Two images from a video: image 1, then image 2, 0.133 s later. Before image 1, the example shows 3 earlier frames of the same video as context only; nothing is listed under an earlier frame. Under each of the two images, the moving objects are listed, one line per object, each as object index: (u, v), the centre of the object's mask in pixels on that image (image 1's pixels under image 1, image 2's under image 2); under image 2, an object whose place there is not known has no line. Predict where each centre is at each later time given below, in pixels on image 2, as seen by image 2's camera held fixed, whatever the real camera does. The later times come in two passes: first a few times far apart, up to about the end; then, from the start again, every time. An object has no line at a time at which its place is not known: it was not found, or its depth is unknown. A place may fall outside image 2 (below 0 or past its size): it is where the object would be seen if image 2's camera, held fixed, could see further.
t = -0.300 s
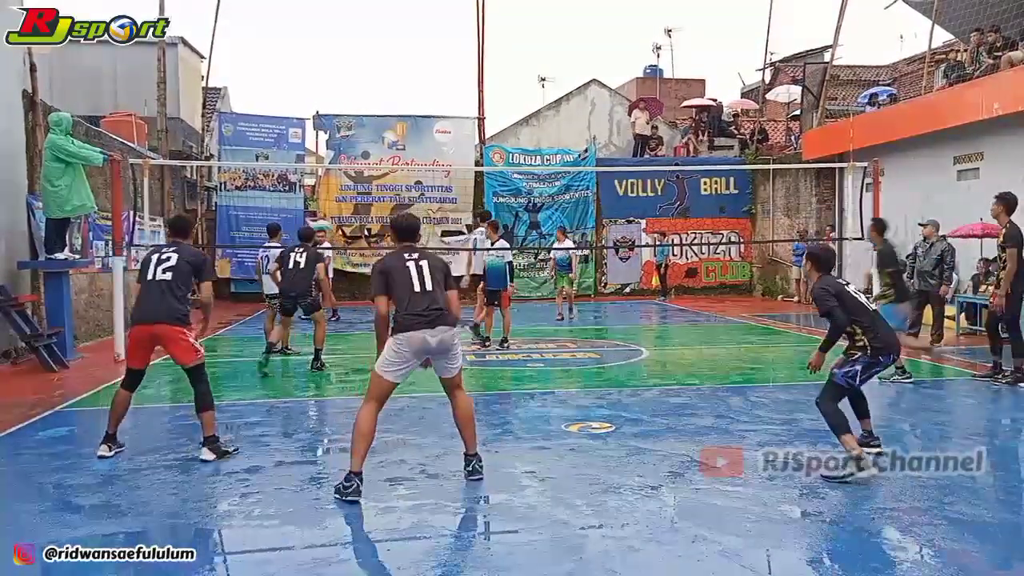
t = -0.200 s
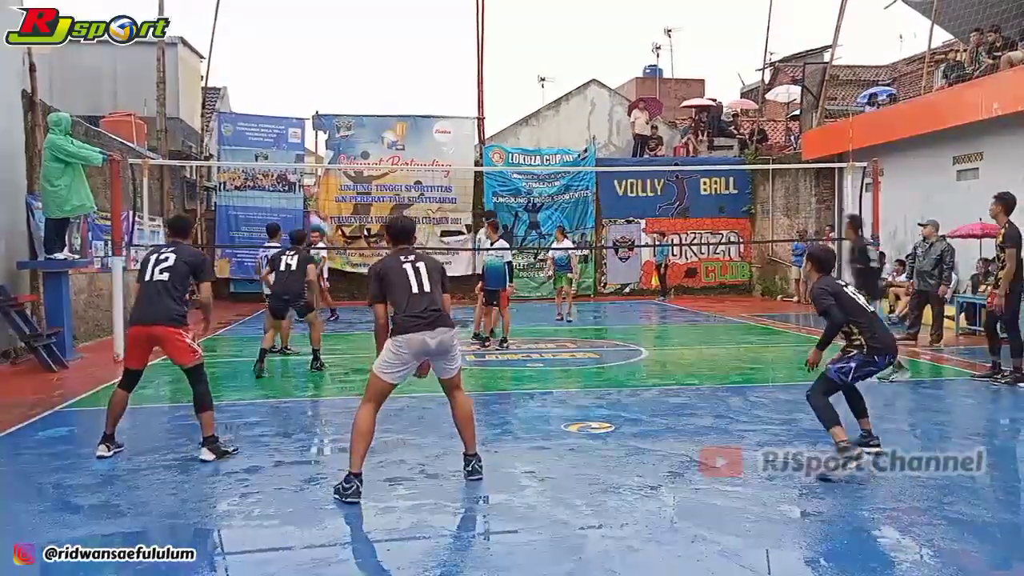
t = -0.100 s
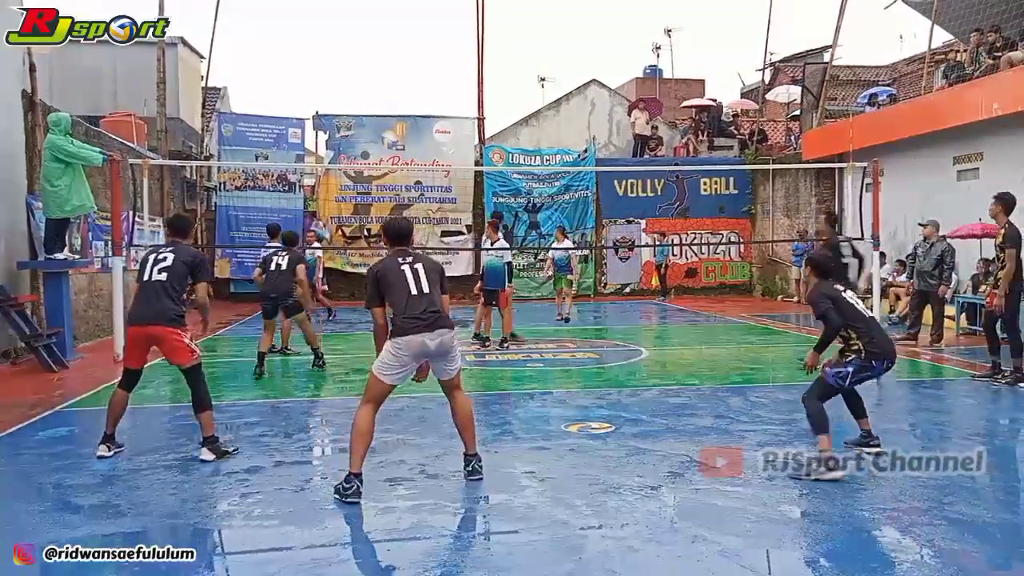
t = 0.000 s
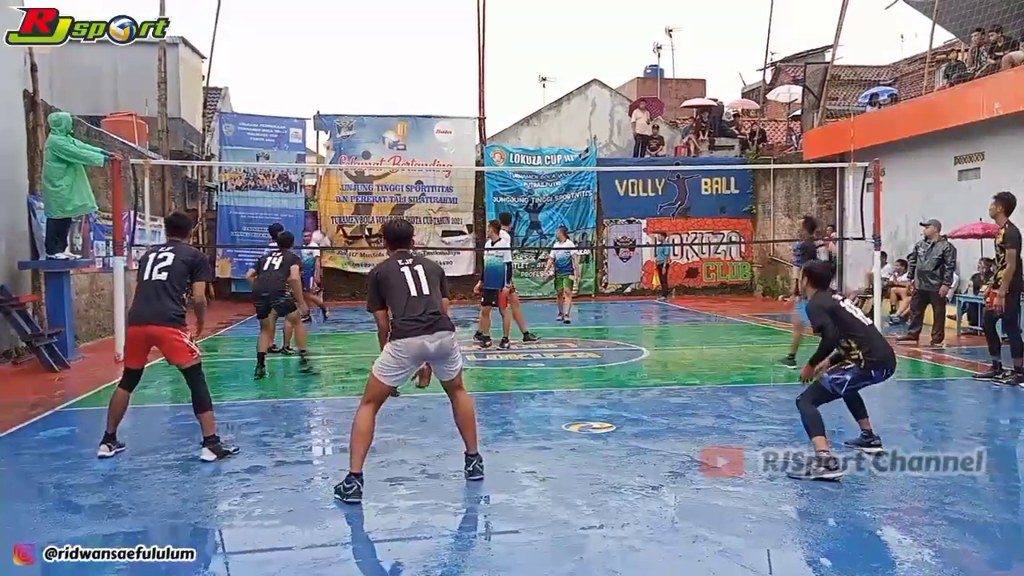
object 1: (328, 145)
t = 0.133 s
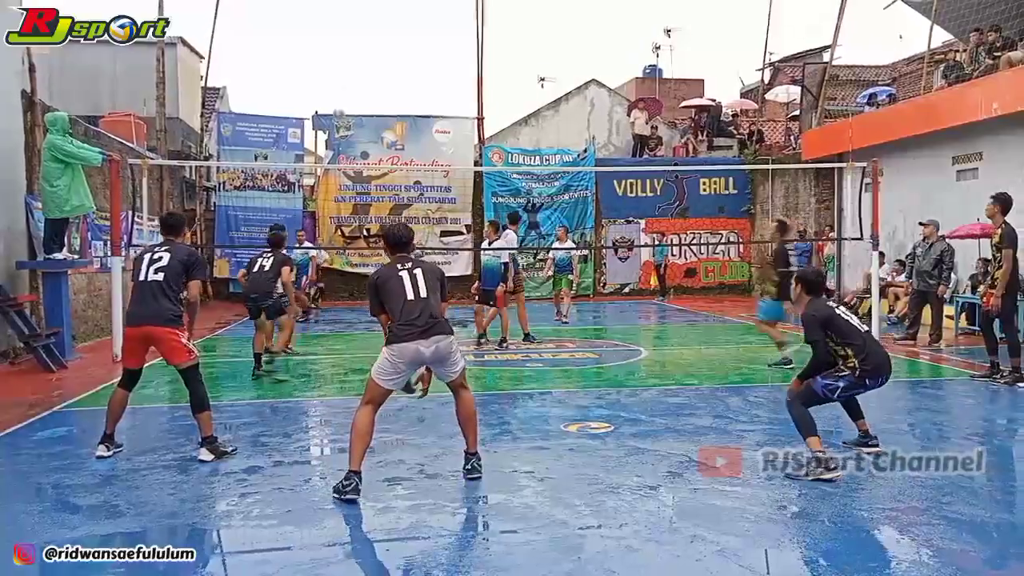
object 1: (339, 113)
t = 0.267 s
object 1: (357, 87)
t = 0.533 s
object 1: (430, 60)
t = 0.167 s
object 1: (343, 107)
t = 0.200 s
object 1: (347, 99)
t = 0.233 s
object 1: (352, 93)
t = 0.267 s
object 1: (357, 87)
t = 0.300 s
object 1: (363, 81)
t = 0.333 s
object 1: (371, 75)
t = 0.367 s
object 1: (377, 71)
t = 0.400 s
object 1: (385, 67)
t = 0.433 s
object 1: (394, 64)
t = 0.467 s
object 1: (405, 61)
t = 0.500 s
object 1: (416, 61)
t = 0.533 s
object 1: (430, 60)
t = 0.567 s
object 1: (446, 63)
